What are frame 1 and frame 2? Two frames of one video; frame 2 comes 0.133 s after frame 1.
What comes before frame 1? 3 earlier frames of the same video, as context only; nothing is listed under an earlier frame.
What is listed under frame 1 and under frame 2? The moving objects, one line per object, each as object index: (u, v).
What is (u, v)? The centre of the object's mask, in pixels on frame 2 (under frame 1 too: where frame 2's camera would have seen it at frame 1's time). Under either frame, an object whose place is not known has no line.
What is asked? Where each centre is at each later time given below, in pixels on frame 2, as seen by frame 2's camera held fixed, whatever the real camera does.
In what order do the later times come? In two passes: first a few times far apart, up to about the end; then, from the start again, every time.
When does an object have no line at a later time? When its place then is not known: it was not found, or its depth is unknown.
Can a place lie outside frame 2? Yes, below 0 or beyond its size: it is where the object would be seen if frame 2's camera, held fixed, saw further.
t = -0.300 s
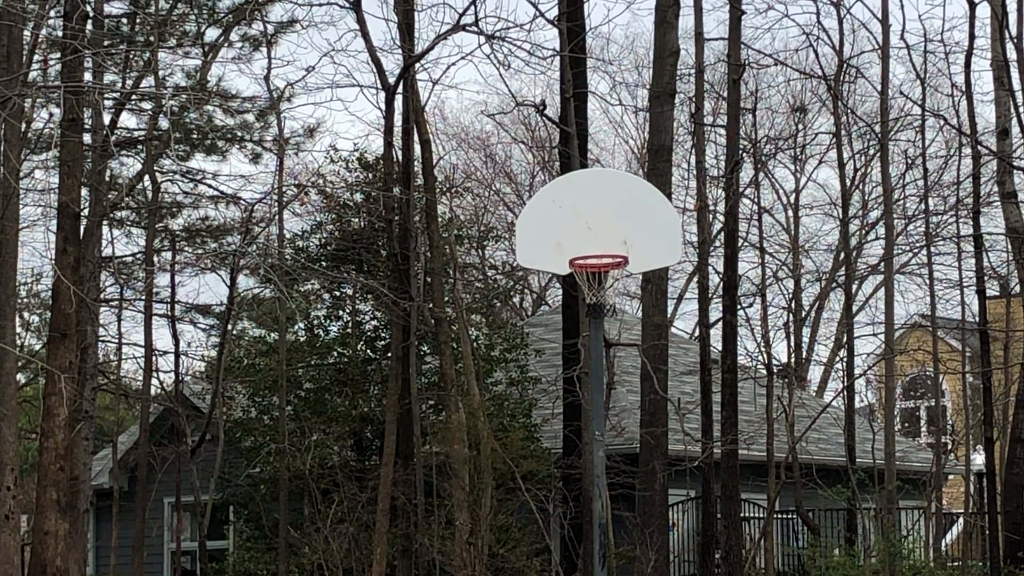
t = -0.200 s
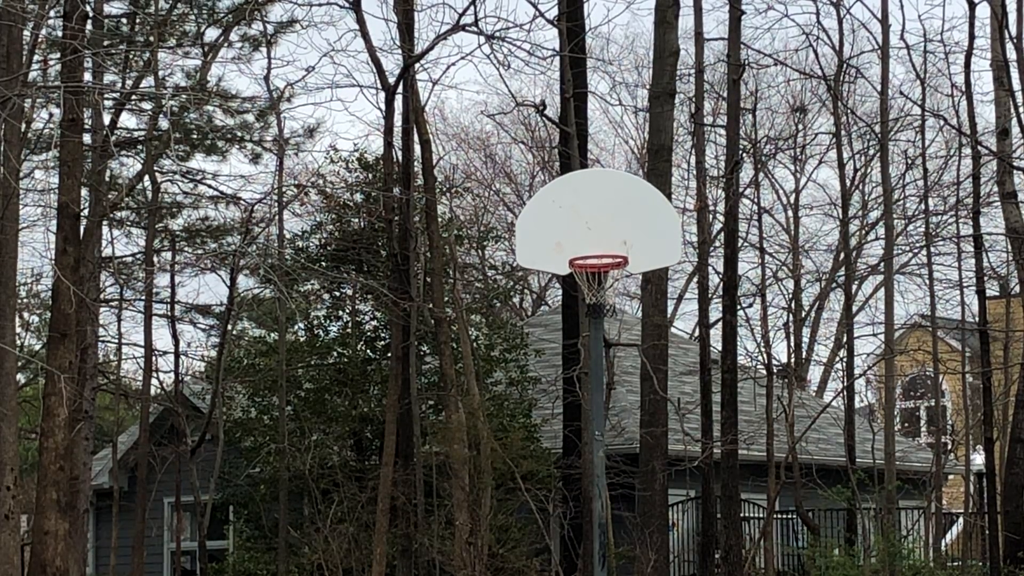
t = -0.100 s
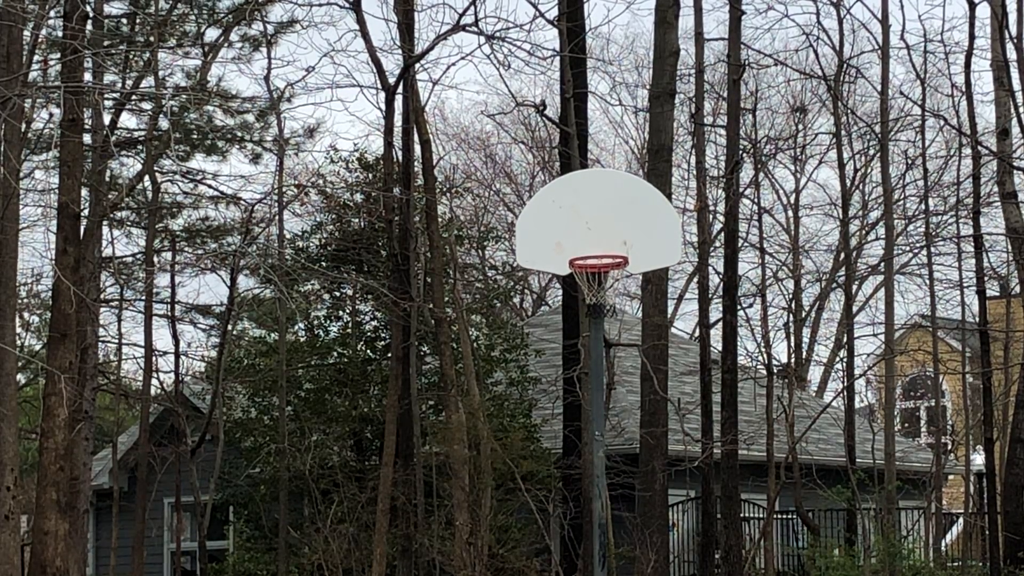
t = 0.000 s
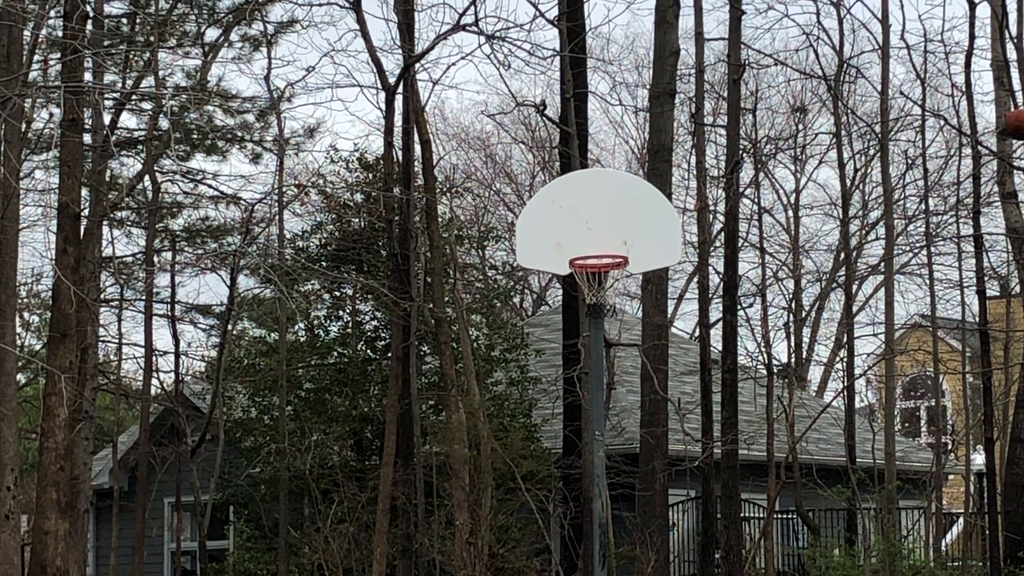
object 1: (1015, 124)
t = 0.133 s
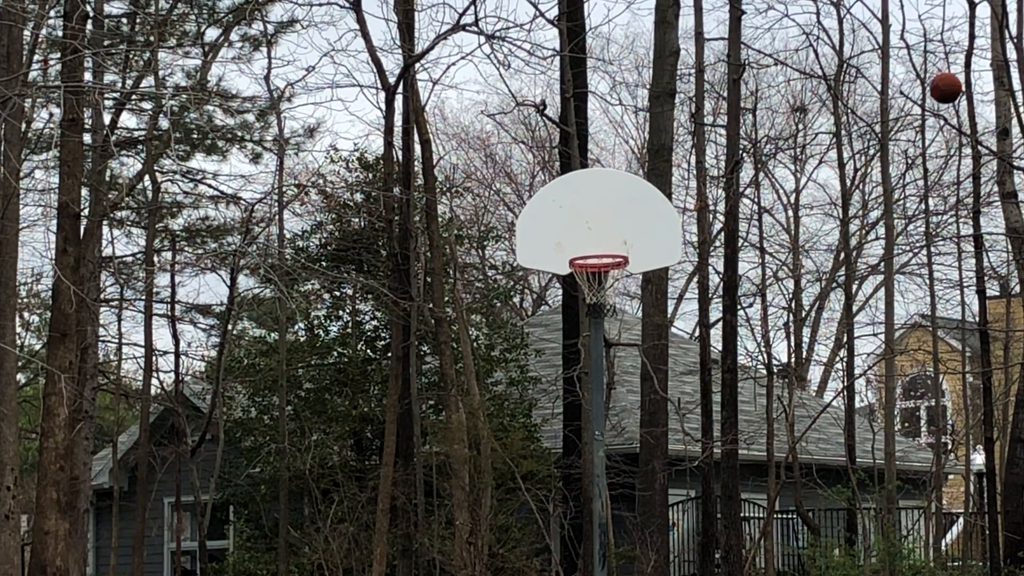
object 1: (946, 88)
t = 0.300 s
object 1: (858, 75)
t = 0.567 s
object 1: (731, 124)
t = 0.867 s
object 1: (614, 242)
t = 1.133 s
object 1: (618, 185)
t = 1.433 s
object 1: (627, 220)
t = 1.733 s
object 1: (638, 370)
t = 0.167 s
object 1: (928, 83)
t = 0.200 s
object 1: (910, 79)
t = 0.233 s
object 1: (892, 77)
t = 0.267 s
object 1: (875, 75)
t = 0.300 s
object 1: (858, 75)
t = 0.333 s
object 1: (842, 77)
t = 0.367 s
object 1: (825, 80)
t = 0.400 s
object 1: (809, 84)
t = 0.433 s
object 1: (793, 90)
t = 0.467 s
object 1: (778, 96)
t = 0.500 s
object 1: (762, 104)
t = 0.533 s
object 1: (747, 114)
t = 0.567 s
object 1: (731, 124)
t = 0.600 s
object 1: (716, 136)
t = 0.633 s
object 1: (701, 148)
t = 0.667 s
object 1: (687, 163)
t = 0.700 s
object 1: (672, 178)
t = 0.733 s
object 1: (658, 194)
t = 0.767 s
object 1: (644, 212)
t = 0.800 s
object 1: (630, 231)
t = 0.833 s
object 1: (617, 246)
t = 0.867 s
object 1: (614, 242)
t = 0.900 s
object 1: (614, 231)
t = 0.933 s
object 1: (615, 221)
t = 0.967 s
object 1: (615, 212)
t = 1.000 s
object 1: (616, 204)
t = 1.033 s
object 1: (616, 197)
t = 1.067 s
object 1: (617, 192)
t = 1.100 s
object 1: (618, 188)
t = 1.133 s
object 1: (618, 185)
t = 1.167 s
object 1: (619, 184)
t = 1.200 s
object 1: (620, 184)
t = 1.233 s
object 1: (621, 185)
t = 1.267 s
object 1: (622, 187)
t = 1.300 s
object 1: (622, 191)
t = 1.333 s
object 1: (624, 196)
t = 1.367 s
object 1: (624, 202)
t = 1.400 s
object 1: (625, 211)
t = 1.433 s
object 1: (627, 220)
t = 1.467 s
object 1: (628, 231)
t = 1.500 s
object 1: (629, 243)
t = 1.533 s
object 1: (630, 256)
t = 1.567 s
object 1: (631, 272)
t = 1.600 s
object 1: (633, 288)
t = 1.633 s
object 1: (634, 306)
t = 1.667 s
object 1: (635, 326)
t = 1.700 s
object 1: (637, 347)
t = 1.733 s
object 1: (638, 370)
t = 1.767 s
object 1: (640, 394)
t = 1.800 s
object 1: (641, 420)
